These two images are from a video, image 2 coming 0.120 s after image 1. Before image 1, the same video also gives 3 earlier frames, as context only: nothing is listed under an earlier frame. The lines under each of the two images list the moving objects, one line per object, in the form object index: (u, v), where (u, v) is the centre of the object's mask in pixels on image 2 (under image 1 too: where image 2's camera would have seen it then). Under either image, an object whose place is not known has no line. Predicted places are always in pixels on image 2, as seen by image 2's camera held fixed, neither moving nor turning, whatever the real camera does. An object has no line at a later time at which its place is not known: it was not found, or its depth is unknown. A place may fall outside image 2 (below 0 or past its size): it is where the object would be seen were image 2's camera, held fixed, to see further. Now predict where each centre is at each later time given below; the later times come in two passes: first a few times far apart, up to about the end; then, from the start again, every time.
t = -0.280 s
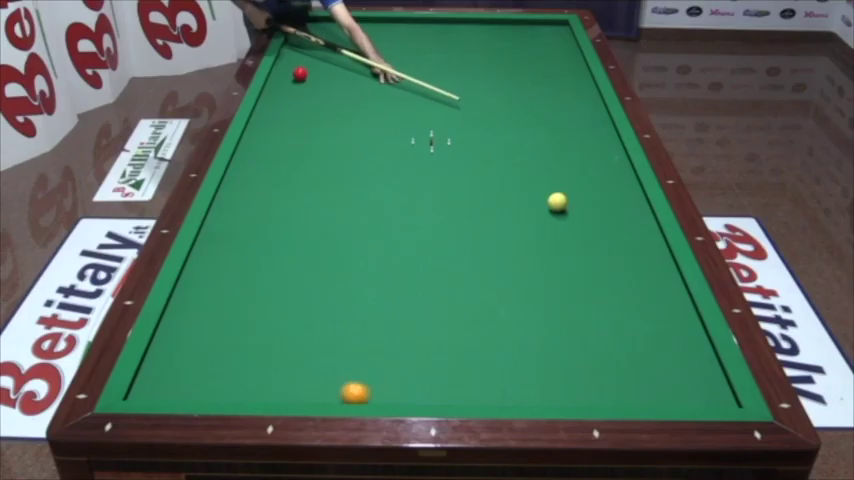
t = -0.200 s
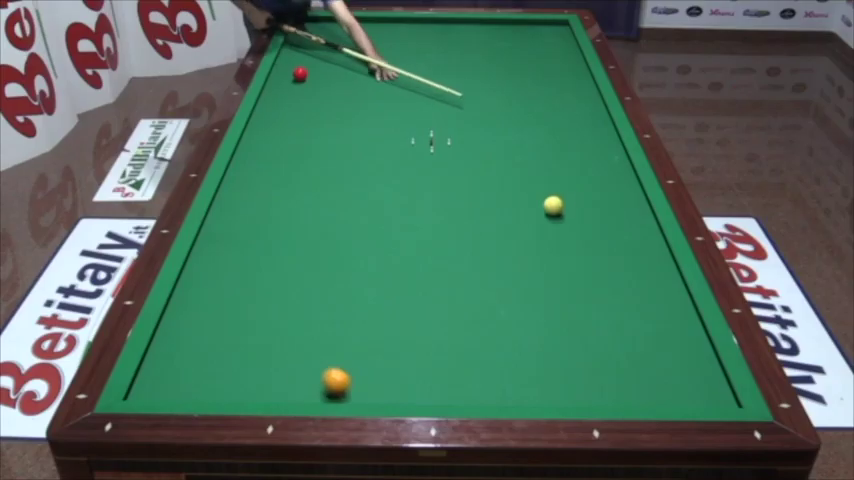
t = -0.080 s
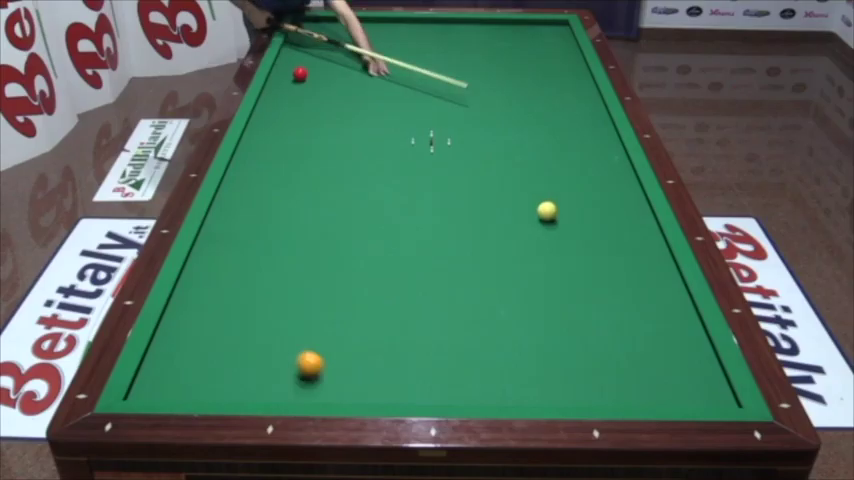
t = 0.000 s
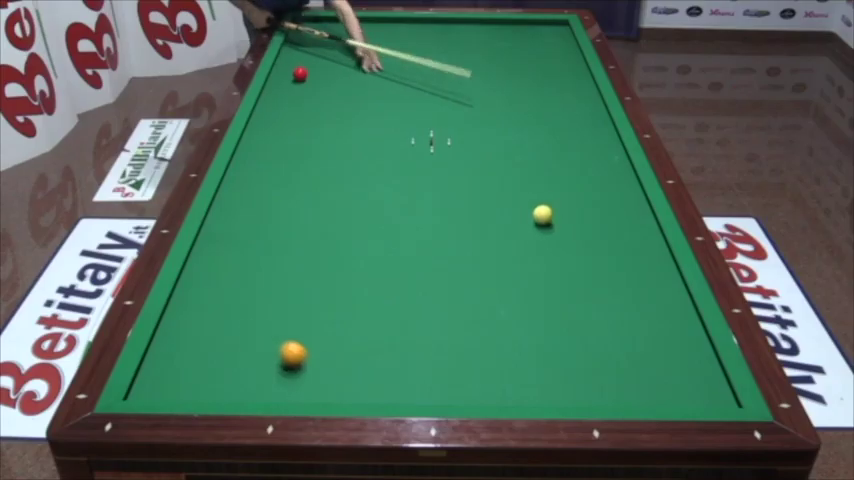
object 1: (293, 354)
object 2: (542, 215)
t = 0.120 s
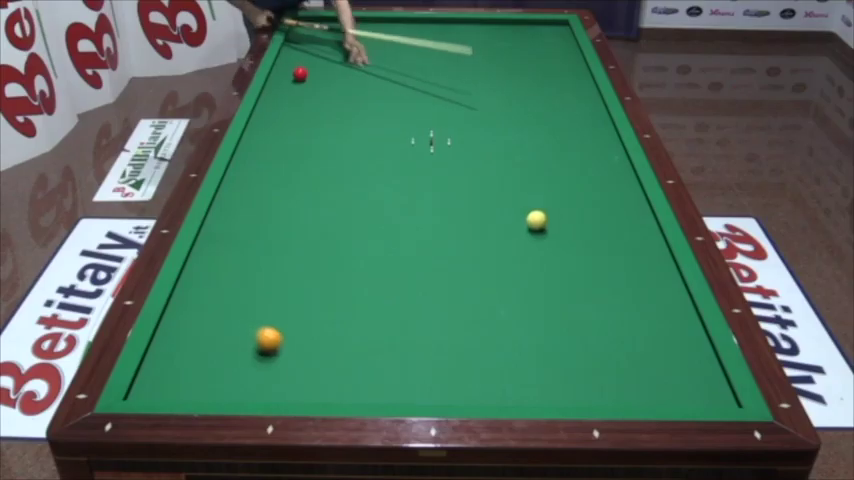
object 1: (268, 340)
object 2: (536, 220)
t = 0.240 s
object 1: (245, 326)
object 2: (530, 226)
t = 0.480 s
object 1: (203, 301)
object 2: (517, 237)
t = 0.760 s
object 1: (210, 273)
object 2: (501, 251)
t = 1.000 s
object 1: (243, 253)
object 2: (488, 262)
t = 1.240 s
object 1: (273, 234)
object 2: (474, 274)
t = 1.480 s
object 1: (302, 216)
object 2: (460, 285)
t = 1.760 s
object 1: (331, 198)
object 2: (444, 299)
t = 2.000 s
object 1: (354, 184)
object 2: (430, 310)
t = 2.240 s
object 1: (375, 171)
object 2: (416, 322)
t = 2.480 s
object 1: (395, 158)
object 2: (402, 333)
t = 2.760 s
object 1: (416, 146)
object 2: (386, 347)
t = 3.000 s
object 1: (433, 136)
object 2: (373, 358)
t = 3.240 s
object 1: (449, 126)
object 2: (360, 369)
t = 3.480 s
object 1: (463, 118)
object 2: (347, 380)
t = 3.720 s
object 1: (476, 110)
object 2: (335, 389)
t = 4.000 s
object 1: (490, 101)
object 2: (323, 392)
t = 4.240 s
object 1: (502, 94)
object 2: (316, 389)
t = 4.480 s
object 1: (513, 88)
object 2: (310, 384)
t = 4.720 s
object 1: (523, 82)
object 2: (306, 380)
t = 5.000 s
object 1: (534, 75)
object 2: (301, 375)
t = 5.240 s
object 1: (542, 70)
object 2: (297, 372)
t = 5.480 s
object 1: (550, 65)
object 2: (294, 369)
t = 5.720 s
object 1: (558, 60)
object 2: (292, 368)
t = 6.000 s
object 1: (566, 55)
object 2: (290, 367)
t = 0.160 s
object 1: (261, 335)
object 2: (534, 222)
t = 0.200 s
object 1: (253, 331)
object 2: (532, 224)
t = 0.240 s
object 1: (245, 326)
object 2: (530, 226)
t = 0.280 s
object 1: (238, 322)
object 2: (527, 228)
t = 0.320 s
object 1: (231, 317)
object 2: (525, 230)
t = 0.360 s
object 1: (224, 313)
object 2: (524, 232)
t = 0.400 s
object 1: (217, 309)
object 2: (521, 233)
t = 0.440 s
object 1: (210, 305)
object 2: (519, 235)
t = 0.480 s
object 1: (203, 301)
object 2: (517, 237)
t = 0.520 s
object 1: (196, 297)
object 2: (515, 239)
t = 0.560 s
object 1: (190, 293)
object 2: (512, 241)
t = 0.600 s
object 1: (185, 289)
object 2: (510, 243)
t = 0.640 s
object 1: (191, 285)
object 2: (508, 245)
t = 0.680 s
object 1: (198, 281)
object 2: (506, 247)
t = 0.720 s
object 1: (204, 277)
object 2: (503, 249)
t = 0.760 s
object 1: (210, 273)
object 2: (501, 251)
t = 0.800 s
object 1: (216, 270)
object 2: (499, 252)
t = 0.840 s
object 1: (221, 266)
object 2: (497, 254)
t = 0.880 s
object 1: (227, 263)
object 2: (495, 256)
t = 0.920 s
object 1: (233, 259)
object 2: (492, 258)
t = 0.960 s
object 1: (238, 256)
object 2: (490, 260)
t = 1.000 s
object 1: (243, 253)
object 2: (488, 262)
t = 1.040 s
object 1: (249, 249)
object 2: (485, 264)
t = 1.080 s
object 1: (254, 246)
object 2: (483, 266)
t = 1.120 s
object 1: (259, 243)
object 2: (481, 268)
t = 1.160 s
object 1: (264, 240)
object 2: (479, 270)
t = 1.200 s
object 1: (269, 236)
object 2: (476, 272)
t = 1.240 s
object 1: (273, 234)
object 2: (474, 274)
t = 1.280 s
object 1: (278, 231)
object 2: (472, 276)
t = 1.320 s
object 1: (283, 228)
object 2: (469, 278)
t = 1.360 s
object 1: (288, 225)
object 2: (467, 279)
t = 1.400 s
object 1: (292, 222)
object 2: (465, 281)
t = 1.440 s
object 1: (297, 219)
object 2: (462, 283)
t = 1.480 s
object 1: (302, 216)
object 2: (460, 285)
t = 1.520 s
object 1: (306, 213)
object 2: (458, 287)
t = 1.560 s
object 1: (310, 211)
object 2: (455, 289)
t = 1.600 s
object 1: (314, 208)
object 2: (453, 291)
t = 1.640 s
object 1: (318, 206)
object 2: (451, 293)
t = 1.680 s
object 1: (323, 203)
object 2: (449, 295)
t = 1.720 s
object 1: (327, 201)
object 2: (446, 297)
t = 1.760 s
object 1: (331, 198)
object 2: (444, 299)
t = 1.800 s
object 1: (335, 196)
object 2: (441, 301)
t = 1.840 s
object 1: (339, 193)
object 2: (439, 302)
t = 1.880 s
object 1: (342, 191)
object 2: (437, 304)
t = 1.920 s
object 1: (346, 188)
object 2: (434, 306)
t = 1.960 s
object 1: (350, 186)
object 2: (432, 308)
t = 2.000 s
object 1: (354, 184)
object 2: (430, 310)
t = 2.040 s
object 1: (357, 182)
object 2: (427, 312)
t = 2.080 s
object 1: (361, 179)
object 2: (425, 314)
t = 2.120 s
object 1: (365, 177)
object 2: (423, 316)
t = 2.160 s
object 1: (368, 175)
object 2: (420, 318)
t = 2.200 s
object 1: (372, 173)
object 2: (418, 320)
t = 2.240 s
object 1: (375, 171)
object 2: (416, 322)
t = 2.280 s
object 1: (378, 168)
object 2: (413, 324)
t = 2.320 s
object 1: (382, 167)
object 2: (411, 326)
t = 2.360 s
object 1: (385, 165)
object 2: (409, 328)
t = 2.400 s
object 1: (389, 162)
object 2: (406, 330)
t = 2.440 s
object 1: (392, 160)
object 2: (404, 331)
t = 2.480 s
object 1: (395, 158)
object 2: (402, 333)
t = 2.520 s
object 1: (398, 157)
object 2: (400, 335)
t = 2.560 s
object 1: (401, 155)
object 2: (397, 337)
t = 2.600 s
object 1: (404, 153)
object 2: (395, 339)
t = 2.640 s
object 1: (407, 151)
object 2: (393, 341)
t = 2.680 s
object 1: (410, 149)
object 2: (391, 343)
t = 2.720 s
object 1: (413, 148)
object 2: (388, 345)
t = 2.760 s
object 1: (416, 146)
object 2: (386, 347)
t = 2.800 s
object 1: (419, 144)
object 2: (384, 349)
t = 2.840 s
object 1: (422, 142)
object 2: (382, 350)
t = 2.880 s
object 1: (425, 140)
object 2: (379, 352)
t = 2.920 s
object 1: (427, 138)
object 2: (377, 354)
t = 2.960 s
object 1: (430, 137)
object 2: (375, 356)
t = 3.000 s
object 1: (433, 136)
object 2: (373, 358)
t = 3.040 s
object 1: (436, 134)
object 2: (370, 360)
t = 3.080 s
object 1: (439, 132)
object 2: (368, 362)
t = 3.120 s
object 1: (441, 131)
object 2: (366, 364)
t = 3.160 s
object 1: (443, 129)
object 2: (364, 365)
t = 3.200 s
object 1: (446, 128)
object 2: (362, 367)
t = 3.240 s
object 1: (449, 126)
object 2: (360, 369)
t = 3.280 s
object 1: (451, 125)
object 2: (358, 371)
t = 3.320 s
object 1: (454, 123)
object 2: (355, 373)
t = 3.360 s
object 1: (456, 122)
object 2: (353, 374)
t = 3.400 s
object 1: (458, 120)
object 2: (351, 376)
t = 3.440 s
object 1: (460, 119)
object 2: (349, 378)
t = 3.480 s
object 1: (463, 118)
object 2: (347, 380)
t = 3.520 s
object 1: (465, 116)
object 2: (345, 381)
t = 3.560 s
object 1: (467, 115)
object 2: (343, 383)
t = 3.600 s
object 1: (469, 114)
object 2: (341, 384)
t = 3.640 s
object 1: (472, 113)
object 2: (339, 386)
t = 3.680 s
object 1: (474, 111)
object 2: (337, 388)
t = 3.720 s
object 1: (476, 110)
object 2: (335, 389)
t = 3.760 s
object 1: (478, 108)
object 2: (333, 390)
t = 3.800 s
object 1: (480, 107)
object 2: (331, 392)
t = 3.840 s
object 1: (483, 106)
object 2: (329, 393)
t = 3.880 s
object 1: (484, 105)
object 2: (327, 394)
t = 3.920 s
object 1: (487, 104)
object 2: (326, 393)
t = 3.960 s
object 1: (489, 102)
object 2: (324, 393)
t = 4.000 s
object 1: (490, 101)
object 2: (323, 392)
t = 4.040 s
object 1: (493, 100)
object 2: (322, 392)
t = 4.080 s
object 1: (495, 99)
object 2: (321, 391)
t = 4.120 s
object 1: (496, 98)
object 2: (320, 390)
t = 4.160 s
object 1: (498, 97)
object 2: (318, 390)
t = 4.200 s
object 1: (500, 95)
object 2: (317, 389)
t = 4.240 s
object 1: (502, 94)
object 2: (316, 389)
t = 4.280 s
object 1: (504, 93)
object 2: (315, 388)
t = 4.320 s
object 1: (506, 92)
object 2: (314, 388)
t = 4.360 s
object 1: (508, 91)
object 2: (313, 387)
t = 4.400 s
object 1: (509, 90)
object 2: (312, 387)
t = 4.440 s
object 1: (511, 89)
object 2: (311, 385)
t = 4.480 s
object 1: (513, 88)
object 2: (310, 384)
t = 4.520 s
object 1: (515, 87)
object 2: (309, 383)
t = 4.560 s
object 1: (516, 85)
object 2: (309, 383)
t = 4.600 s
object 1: (518, 84)
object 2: (308, 382)
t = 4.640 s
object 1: (519, 83)
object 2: (307, 381)
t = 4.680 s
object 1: (521, 82)
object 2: (306, 380)
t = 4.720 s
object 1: (523, 82)
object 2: (306, 380)
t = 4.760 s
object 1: (524, 81)
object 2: (305, 379)
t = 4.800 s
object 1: (526, 79)
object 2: (304, 378)
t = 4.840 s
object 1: (528, 79)
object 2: (303, 378)
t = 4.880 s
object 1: (529, 78)
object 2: (303, 377)
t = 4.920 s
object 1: (531, 77)
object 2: (302, 377)
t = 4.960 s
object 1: (532, 76)
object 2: (301, 376)
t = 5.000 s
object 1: (534, 75)
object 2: (301, 375)
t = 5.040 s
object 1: (535, 74)
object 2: (300, 375)
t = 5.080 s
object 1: (537, 73)
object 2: (299, 374)
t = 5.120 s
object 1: (538, 72)
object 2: (299, 374)
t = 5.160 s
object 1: (540, 71)
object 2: (298, 373)
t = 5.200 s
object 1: (541, 70)
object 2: (298, 372)
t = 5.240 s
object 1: (542, 70)
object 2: (297, 372)
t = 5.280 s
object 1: (543, 69)
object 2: (297, 372)
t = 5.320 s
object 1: (545, 68)
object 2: (296, 371)
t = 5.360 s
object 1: (546, 67)
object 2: (296, 371)
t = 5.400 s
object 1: (548, 66)
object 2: (295, 370)
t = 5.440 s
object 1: (549, 65)
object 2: (295, 370)
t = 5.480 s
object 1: (550, 65)
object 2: (294, 369)
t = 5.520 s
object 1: (552, 64)
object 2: (294, 369)
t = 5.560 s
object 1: (553, 63)
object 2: (293, 369)
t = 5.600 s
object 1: (554, 62)
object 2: (293, 369)
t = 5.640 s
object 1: (555, 62)
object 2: (293, 368)
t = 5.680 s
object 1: (557, 61)
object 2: (292, 368)
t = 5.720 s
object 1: (558, 60)
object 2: (292, 368)
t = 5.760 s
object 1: (559, 59)
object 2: (292, 368)
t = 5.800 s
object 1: (560, 59)
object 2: (291, 367)
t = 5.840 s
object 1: (561, 58)
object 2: (291, 367)
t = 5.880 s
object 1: (562, 57)
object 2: (290, 367)
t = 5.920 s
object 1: (564, 57)
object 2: (290, 367)
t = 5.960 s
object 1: (565, 56)
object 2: (290, 367)
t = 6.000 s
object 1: (566, 55)
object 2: (290, 367)
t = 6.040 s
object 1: (567, 55)
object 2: (289, 366)
